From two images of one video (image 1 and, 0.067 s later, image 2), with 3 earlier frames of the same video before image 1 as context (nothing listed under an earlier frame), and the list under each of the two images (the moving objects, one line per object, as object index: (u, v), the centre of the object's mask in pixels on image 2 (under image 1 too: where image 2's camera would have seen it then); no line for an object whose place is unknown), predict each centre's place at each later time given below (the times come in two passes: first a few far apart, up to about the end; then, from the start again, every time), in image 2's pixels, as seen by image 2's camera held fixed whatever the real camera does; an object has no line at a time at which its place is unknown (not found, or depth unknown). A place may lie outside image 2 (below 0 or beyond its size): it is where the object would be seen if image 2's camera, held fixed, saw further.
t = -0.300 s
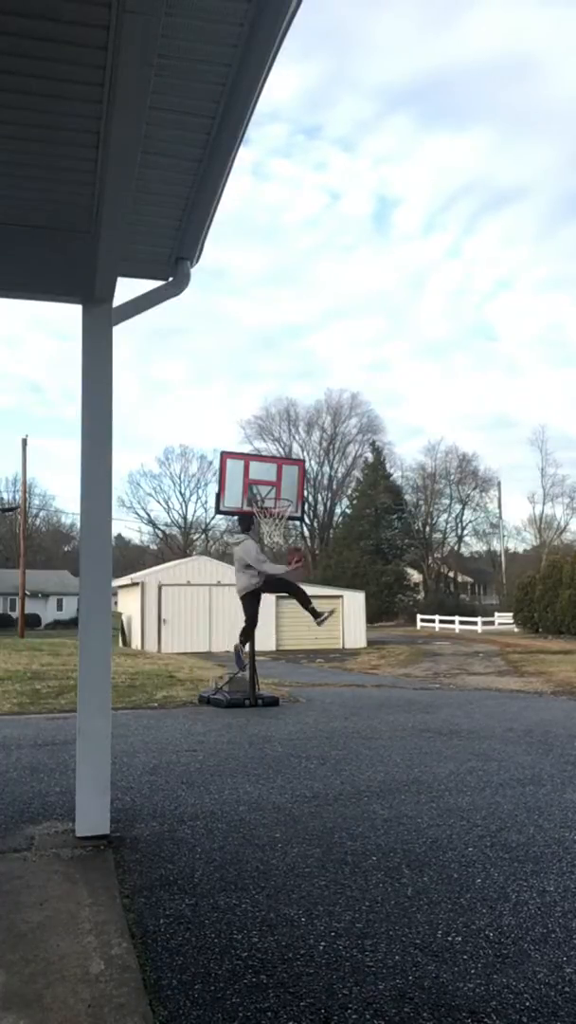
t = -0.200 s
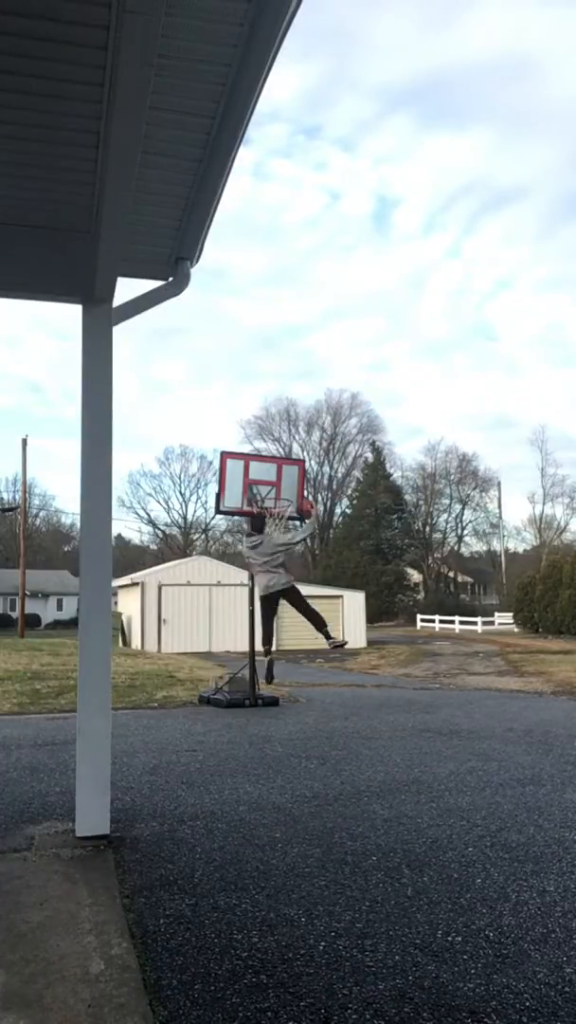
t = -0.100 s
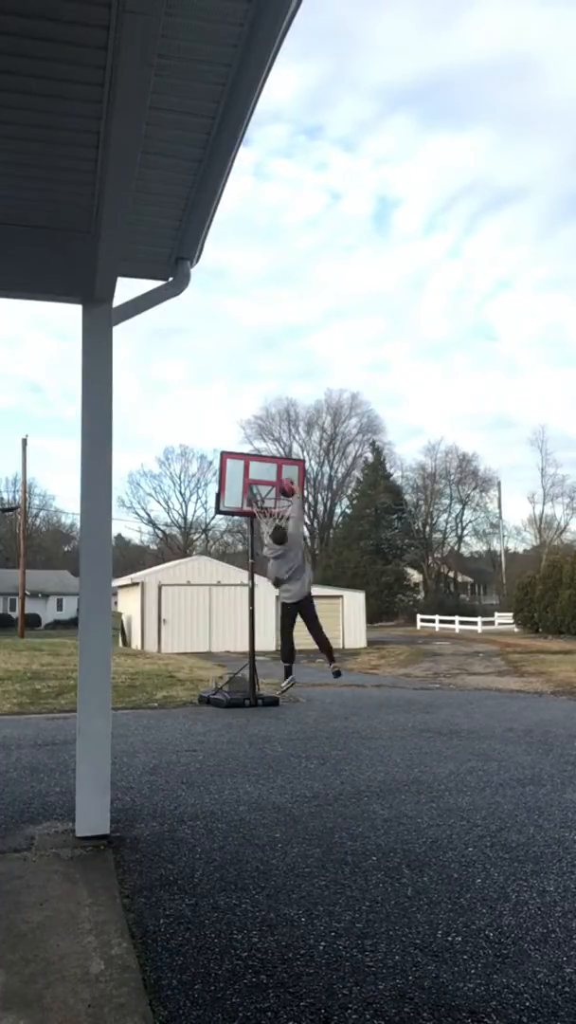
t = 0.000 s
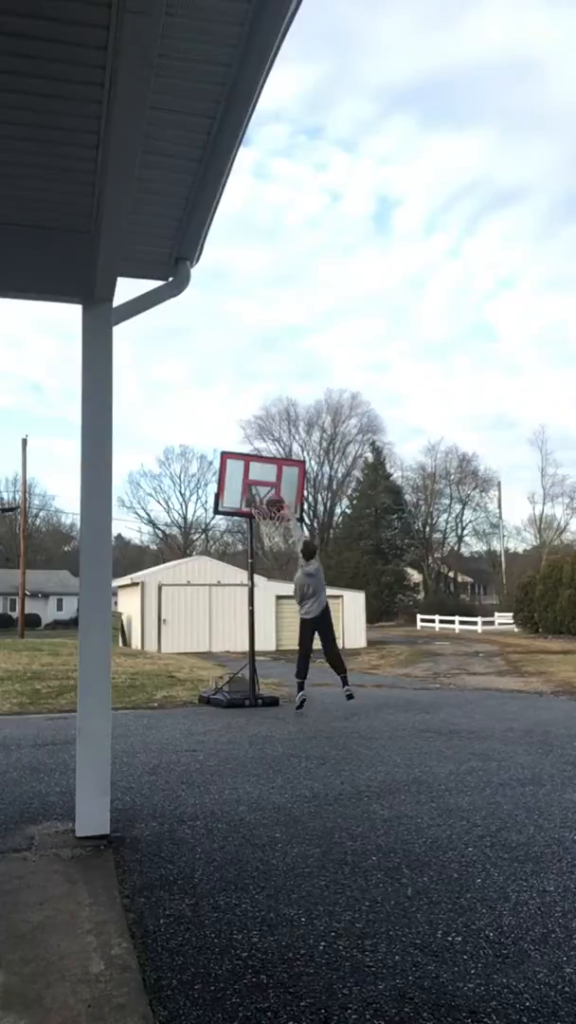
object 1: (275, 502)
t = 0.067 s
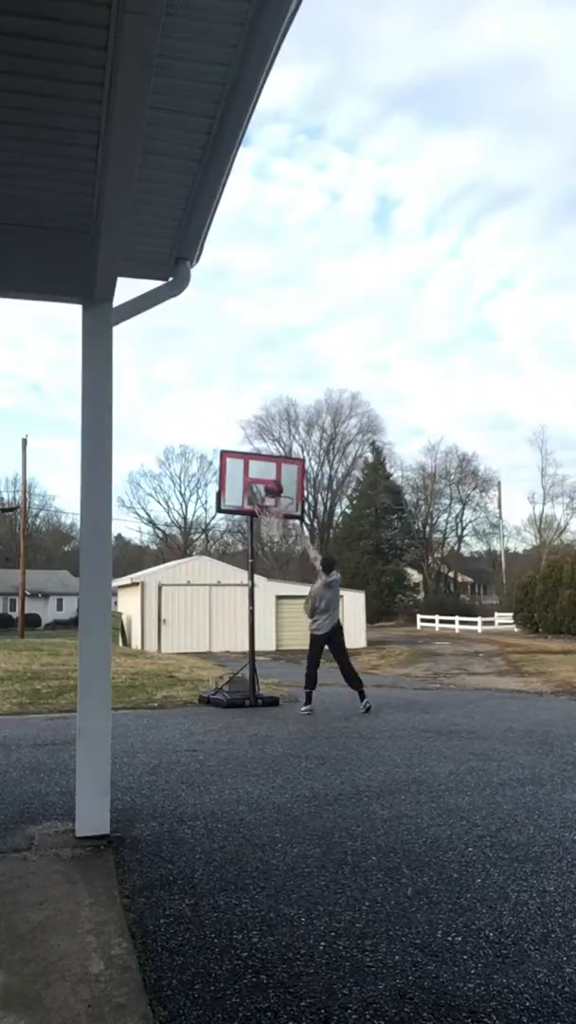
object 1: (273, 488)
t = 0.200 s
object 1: (284, 473)
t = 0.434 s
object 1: (319, 481)
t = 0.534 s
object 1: (334, 500)
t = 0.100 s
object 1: (272, 483)
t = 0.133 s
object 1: (276, 478)
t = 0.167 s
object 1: (280, 475)
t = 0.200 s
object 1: (284, 473)
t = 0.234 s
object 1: (288, 472)
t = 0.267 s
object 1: (295, 471)
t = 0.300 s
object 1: (299, 470)
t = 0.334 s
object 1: (303, 472)
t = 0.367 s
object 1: (309, 474)
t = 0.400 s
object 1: (314, 477)
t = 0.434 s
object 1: (319, 481)
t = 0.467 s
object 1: (323, 486)
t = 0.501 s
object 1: (328, 493)
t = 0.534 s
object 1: (334, 500)
